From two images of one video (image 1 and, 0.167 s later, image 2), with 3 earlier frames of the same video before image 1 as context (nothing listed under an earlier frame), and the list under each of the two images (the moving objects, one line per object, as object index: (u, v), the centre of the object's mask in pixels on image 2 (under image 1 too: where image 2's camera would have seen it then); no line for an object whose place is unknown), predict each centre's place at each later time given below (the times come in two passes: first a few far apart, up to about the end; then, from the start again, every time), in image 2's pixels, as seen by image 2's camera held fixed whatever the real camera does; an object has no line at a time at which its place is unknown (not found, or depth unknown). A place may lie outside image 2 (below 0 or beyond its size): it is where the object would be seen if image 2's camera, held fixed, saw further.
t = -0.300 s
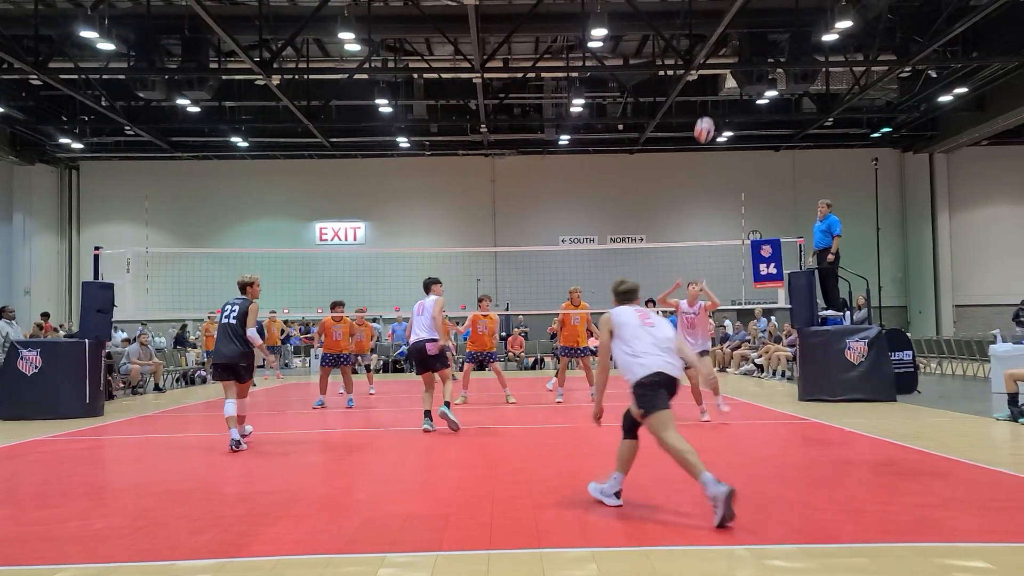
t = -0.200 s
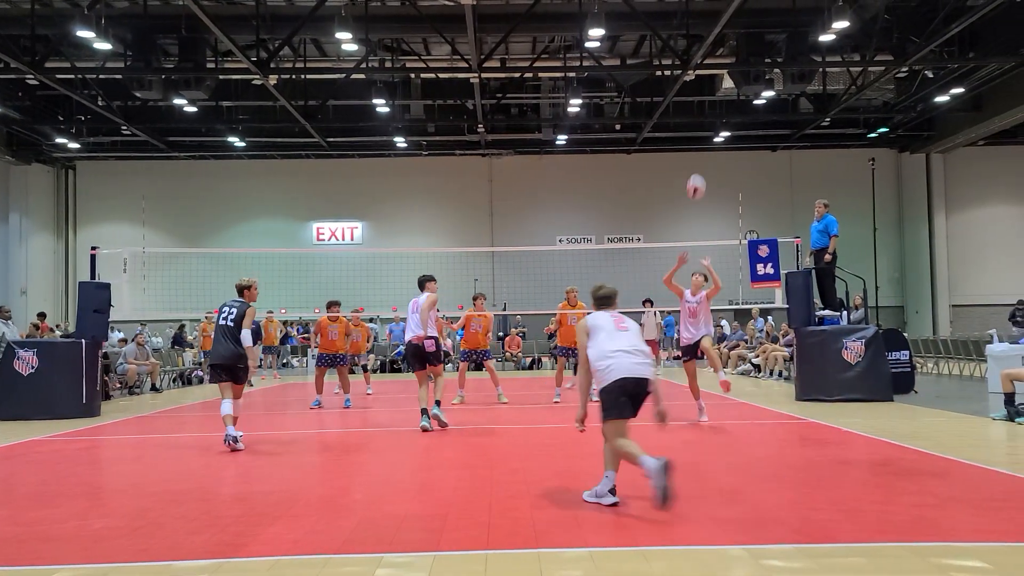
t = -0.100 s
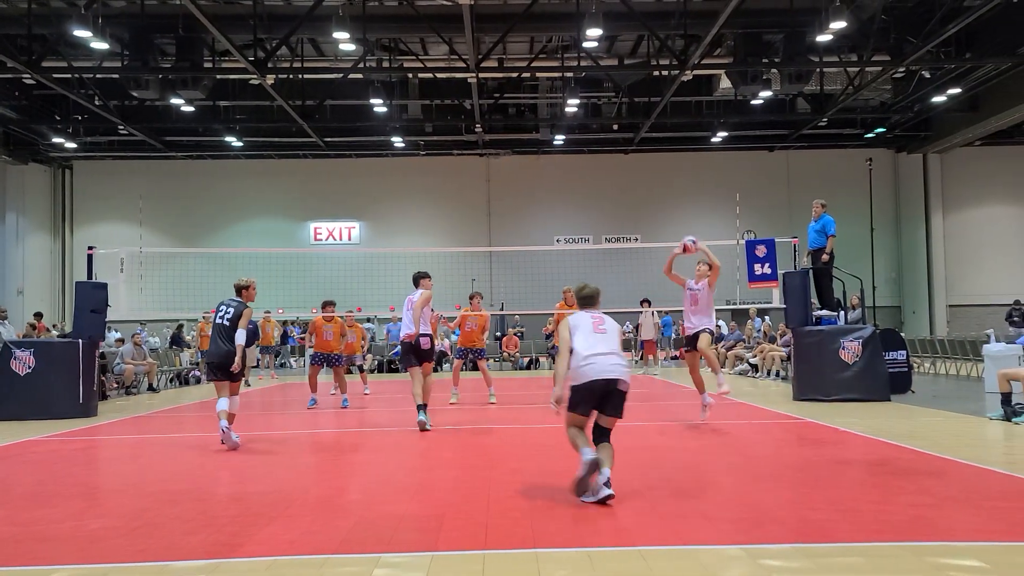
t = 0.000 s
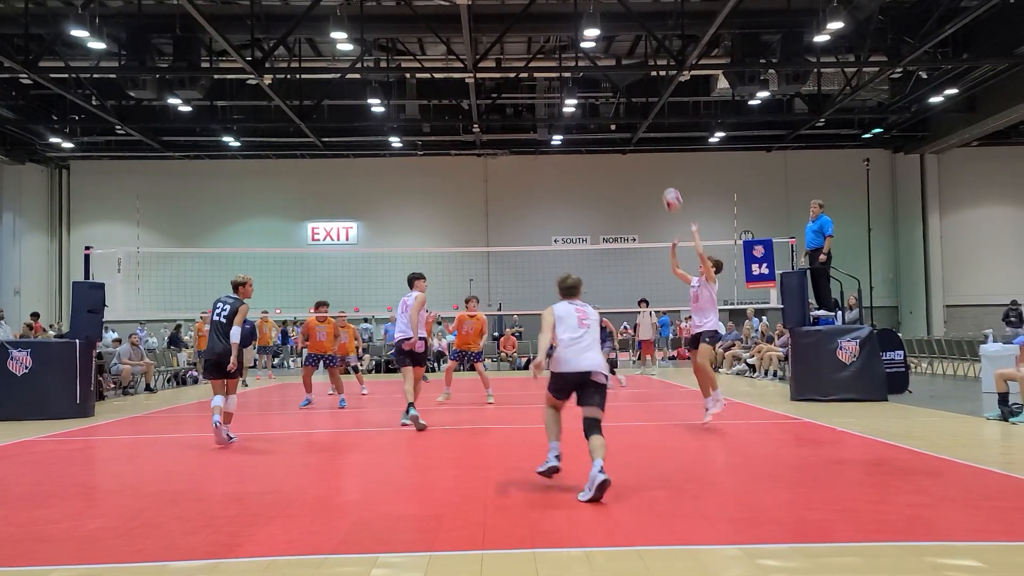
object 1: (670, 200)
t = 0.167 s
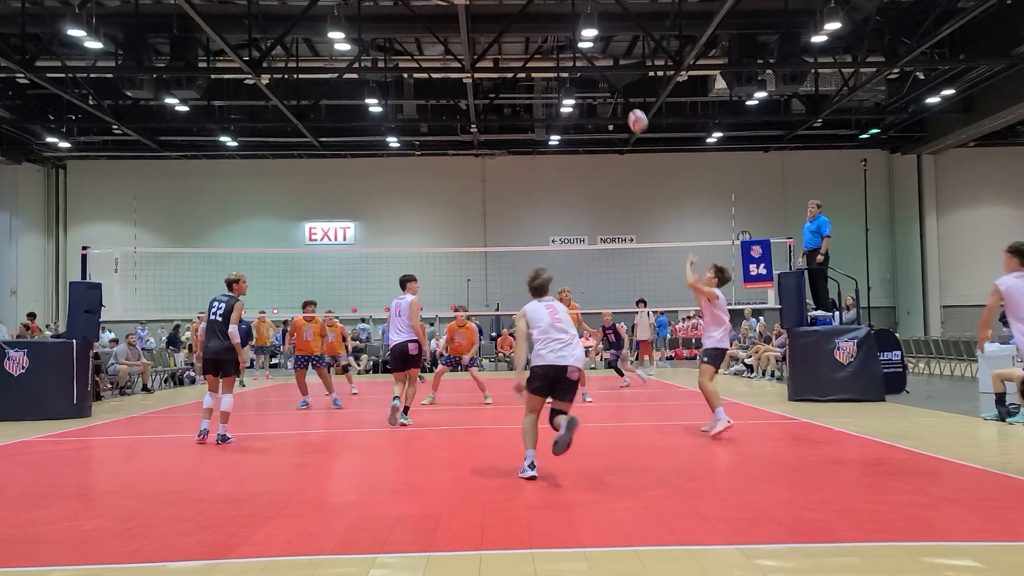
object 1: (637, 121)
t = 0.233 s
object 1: (625, 96)
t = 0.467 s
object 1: (585, 39)
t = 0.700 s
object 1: (546, 28)
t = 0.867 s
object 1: (518, 49)
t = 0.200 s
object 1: (631, 108)
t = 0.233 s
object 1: (625, 96)
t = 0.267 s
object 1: (620, 85)
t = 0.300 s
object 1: (614, 75)
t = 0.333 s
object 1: (608, 66)
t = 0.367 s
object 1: (602, 58)
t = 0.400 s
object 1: (597, 50)
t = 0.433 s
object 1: (592, 46)
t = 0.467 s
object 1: (585, 39)
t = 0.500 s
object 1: (578, 33)
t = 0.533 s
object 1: (573, 31)
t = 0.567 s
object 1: (568, 28)
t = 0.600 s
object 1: (562, 27)
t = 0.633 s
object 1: (557, 26)
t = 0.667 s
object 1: (551, 26)
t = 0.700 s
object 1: (546, 28)
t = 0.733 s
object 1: (540, 30)
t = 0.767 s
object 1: (535, 33)
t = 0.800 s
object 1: (529, 38)
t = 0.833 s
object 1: (524, 43)
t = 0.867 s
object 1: (518, 49)
